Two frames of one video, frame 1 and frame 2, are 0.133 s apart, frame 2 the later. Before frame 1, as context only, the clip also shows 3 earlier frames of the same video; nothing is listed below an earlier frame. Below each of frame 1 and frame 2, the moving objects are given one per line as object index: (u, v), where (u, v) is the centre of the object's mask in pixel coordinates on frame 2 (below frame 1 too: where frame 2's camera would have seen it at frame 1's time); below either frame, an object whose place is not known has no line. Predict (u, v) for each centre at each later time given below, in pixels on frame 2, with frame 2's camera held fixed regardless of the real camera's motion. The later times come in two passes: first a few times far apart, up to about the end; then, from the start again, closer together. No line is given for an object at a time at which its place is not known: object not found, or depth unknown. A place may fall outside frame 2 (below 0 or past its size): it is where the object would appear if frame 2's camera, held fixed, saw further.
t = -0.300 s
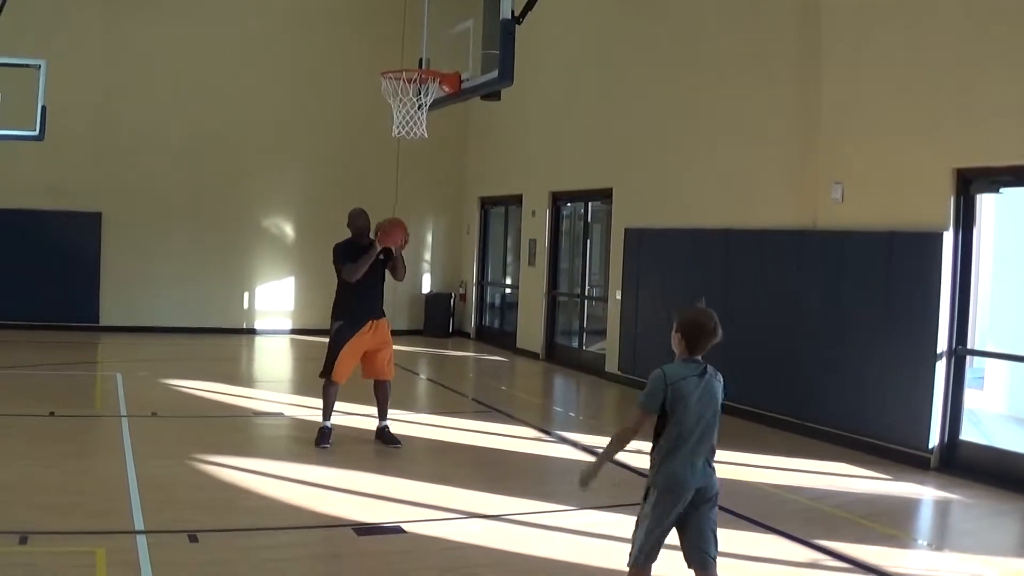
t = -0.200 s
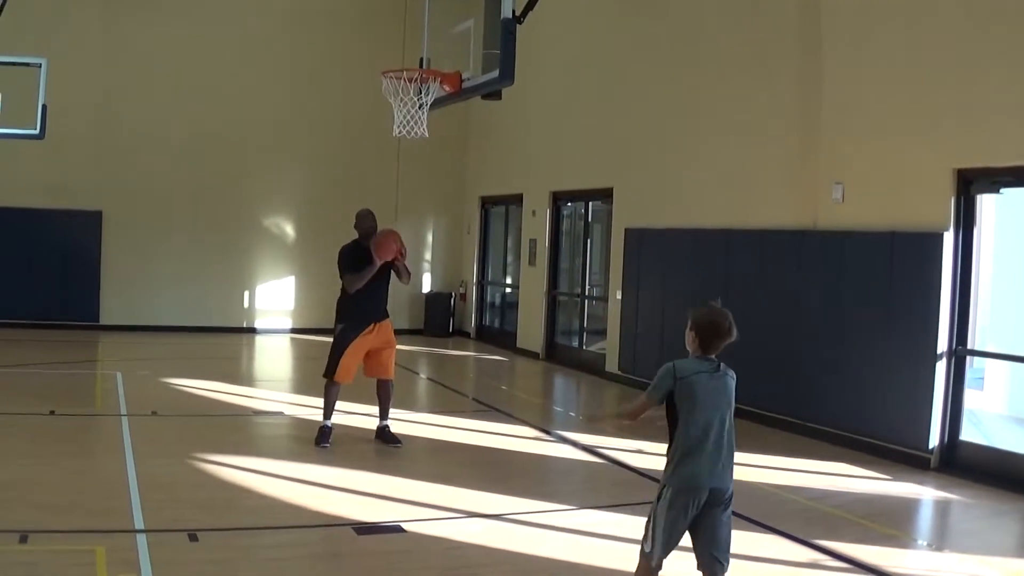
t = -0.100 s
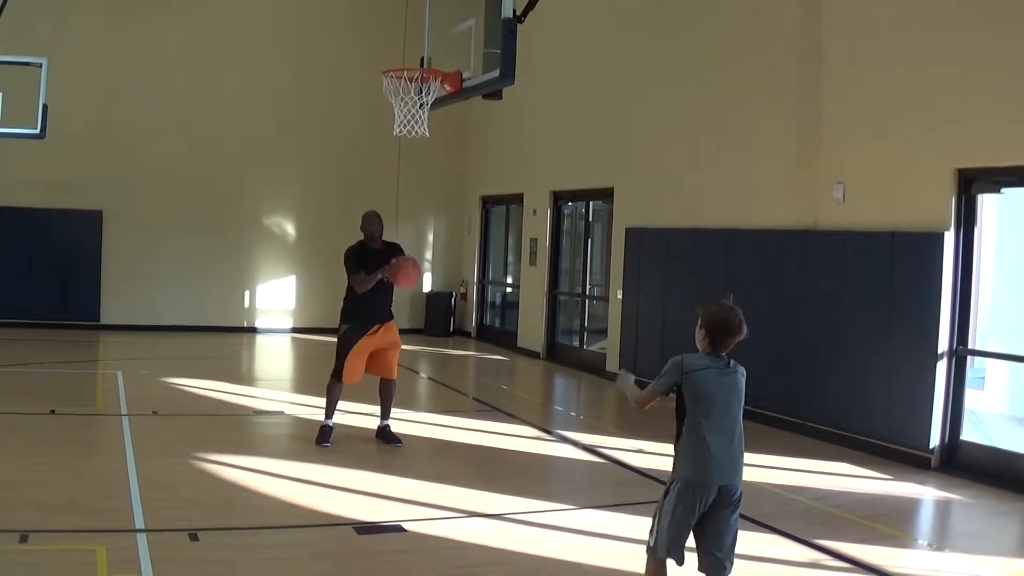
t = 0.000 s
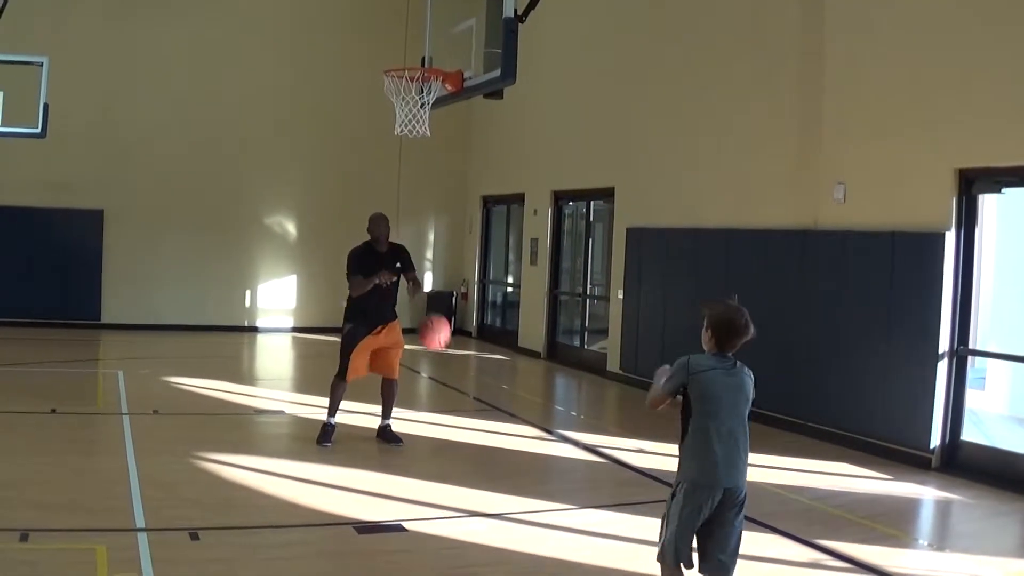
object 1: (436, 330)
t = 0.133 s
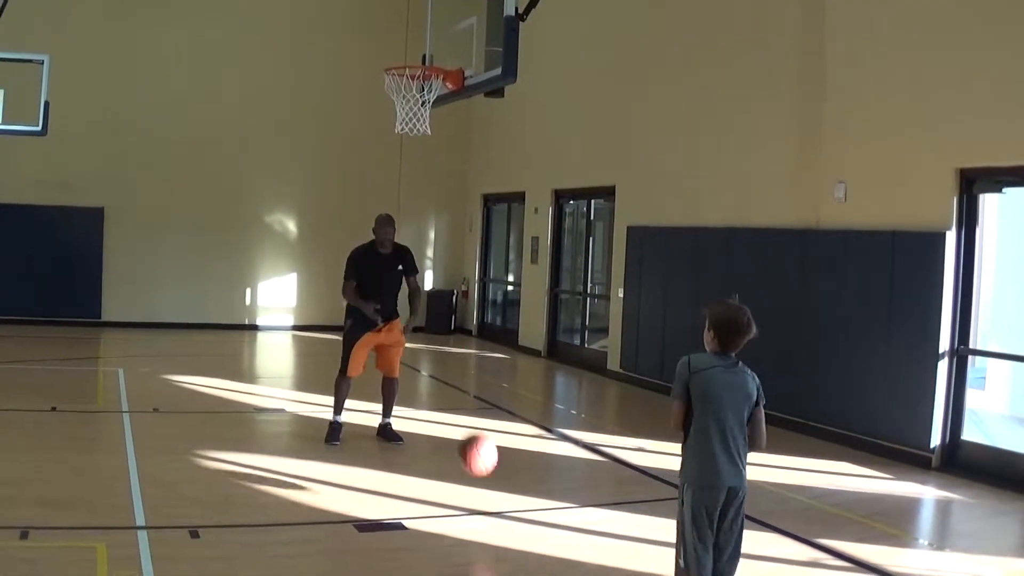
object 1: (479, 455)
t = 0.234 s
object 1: (509, 505)
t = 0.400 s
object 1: (559, 423)
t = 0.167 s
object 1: (490, 491)
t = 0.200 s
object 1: (499, 526)
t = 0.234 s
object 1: (509, 505)
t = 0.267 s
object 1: (519, 486)
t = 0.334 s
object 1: (538, 452)
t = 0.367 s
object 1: (549, 436)
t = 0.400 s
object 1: (559, 423)
